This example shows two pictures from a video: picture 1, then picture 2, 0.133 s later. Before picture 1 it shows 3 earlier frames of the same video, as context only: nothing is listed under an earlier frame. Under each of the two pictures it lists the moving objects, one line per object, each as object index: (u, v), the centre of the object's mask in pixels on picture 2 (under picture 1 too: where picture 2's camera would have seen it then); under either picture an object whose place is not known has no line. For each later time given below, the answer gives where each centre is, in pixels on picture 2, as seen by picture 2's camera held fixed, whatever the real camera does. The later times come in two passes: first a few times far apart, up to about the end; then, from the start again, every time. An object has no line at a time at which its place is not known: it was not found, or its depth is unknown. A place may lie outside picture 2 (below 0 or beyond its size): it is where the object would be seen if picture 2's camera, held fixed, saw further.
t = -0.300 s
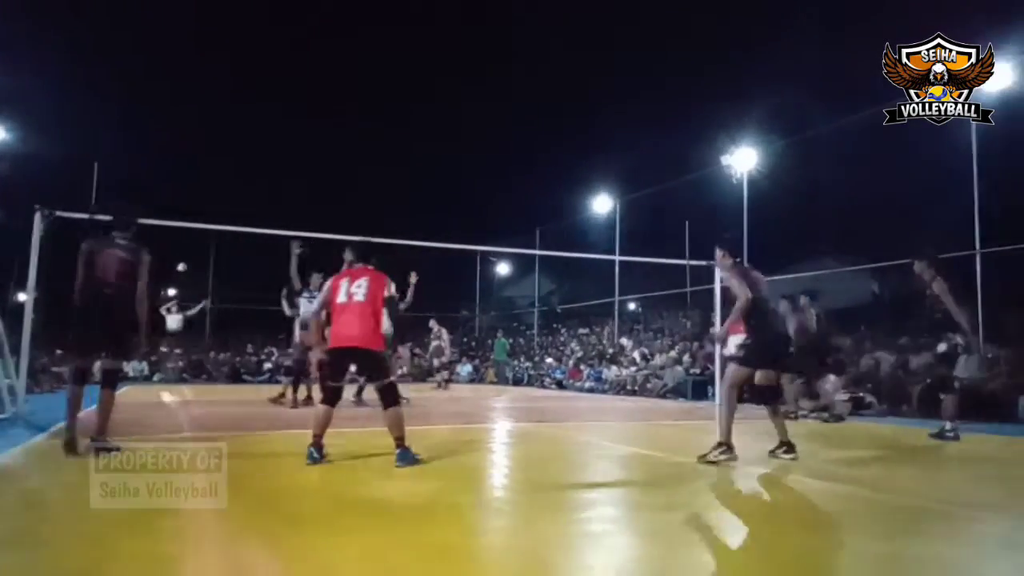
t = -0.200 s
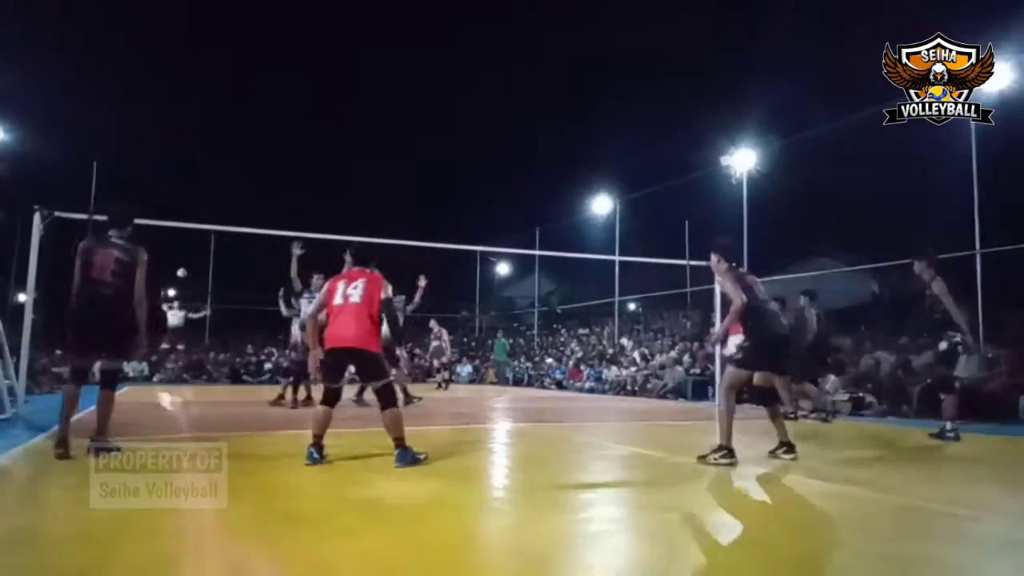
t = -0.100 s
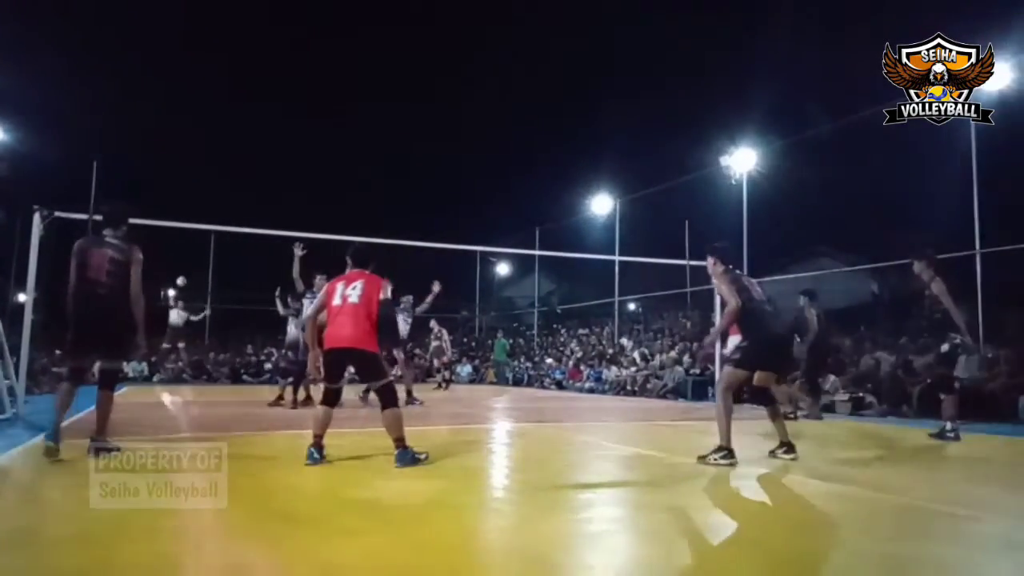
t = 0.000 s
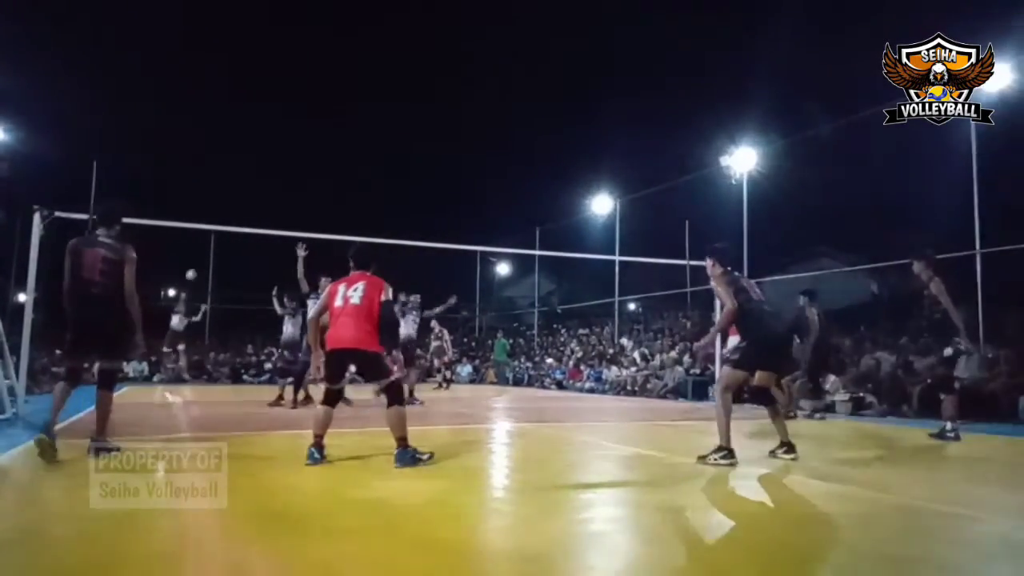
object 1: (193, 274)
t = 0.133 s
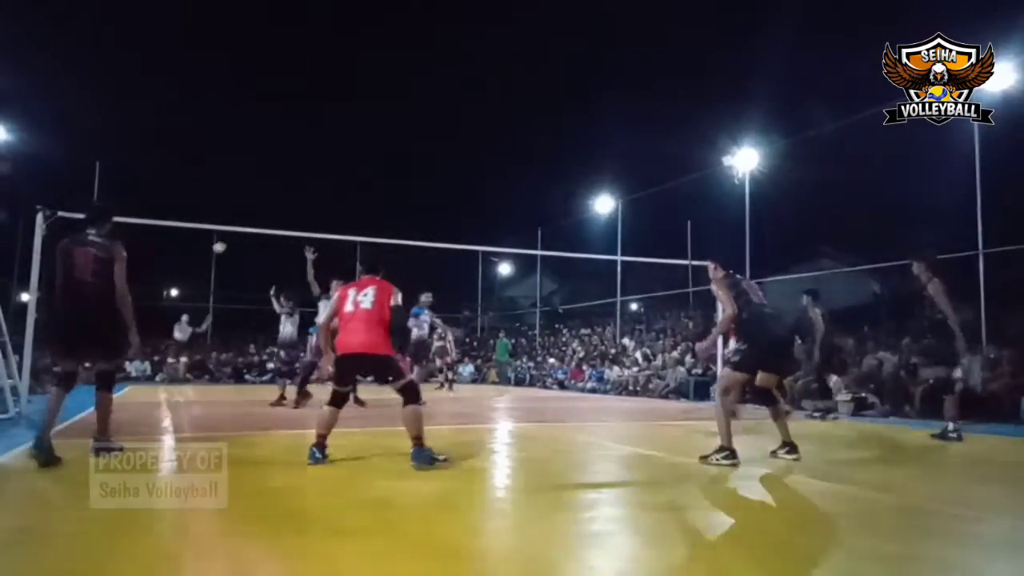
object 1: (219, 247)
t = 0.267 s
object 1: (248, 222)
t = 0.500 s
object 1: (306, 193)
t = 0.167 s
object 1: (226, 241)
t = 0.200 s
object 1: (234, 235)
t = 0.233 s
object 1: (240, 229)
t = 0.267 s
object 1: (248, 222)
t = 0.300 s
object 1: (255, 217)
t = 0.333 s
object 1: (263, 212)
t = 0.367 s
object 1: (271, 207)
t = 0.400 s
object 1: (279, 203)
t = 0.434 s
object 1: (288, 199)
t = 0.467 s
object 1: (296, 196)
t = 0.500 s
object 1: (306, 193)
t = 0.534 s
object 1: (316, 192)
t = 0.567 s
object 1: (327, 191)
